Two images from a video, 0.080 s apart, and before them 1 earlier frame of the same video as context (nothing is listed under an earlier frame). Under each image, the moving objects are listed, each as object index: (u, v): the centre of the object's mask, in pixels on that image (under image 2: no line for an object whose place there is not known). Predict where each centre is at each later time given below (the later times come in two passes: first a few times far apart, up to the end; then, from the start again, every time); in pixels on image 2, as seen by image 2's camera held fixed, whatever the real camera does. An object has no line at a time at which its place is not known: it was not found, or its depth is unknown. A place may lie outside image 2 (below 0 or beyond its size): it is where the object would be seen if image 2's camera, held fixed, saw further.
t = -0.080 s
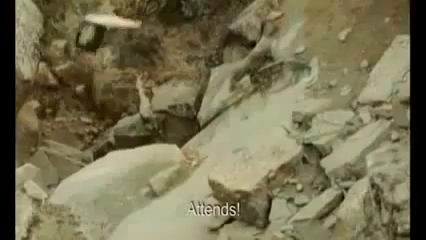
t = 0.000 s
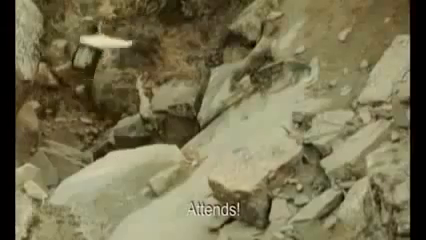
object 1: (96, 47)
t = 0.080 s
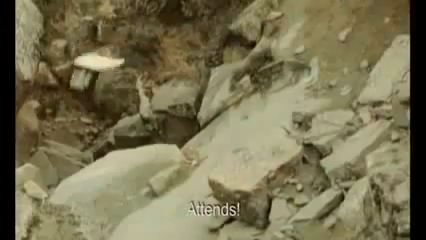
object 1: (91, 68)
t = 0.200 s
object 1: (83, 100)
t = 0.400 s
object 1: (73, 147)
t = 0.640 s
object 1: (59, 193)
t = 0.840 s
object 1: (47, 185)
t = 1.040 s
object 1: (32, 175)
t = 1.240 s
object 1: (25, 177)
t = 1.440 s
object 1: (18, 181)
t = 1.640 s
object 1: (22, 191)
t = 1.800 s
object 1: (30, 189)
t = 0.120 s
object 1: (88, 79)
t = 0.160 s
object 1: (86, 89)
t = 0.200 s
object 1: (83, 100)
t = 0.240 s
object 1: (81, 109)
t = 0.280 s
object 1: (79, 119)
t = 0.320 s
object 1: (77, 129)
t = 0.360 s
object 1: (75, 137)
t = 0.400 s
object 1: (73, 147)
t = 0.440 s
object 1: (71, 158)
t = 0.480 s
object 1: (69, 165)
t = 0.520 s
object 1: (67, 176)
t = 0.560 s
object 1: (65, 185)
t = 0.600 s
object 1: (62, 191)
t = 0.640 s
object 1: (59, 193)
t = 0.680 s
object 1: (55, 198)
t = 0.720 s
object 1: (52, 191)
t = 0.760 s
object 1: (49, 188)
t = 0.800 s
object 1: (46, 185)
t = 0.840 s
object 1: (47, 185)
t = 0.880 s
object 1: (46, 185)
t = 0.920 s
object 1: (41, 179)
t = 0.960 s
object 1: (38, 178)
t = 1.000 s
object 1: (35, 176)
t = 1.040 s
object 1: (32, 175)
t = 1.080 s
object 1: (30, 174)
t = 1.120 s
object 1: (28, 173)
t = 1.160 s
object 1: (25, 173)
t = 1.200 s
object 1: (25, 176)
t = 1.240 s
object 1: (25, 177)
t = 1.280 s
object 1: (23, 178)
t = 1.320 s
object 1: (21, 179)
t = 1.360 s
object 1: (19, 179)
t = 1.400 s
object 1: (19, 180)
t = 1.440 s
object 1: (18, 181)
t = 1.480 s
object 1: (19, 182)
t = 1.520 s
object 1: (20, 182)
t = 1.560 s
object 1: (20, 189)
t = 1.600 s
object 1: (21, 189)
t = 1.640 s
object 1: (22, 191)
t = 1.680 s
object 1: (21, 192)
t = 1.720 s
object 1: (18, 191)
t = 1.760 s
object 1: (22, 184)
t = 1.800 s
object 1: (30, 189)
